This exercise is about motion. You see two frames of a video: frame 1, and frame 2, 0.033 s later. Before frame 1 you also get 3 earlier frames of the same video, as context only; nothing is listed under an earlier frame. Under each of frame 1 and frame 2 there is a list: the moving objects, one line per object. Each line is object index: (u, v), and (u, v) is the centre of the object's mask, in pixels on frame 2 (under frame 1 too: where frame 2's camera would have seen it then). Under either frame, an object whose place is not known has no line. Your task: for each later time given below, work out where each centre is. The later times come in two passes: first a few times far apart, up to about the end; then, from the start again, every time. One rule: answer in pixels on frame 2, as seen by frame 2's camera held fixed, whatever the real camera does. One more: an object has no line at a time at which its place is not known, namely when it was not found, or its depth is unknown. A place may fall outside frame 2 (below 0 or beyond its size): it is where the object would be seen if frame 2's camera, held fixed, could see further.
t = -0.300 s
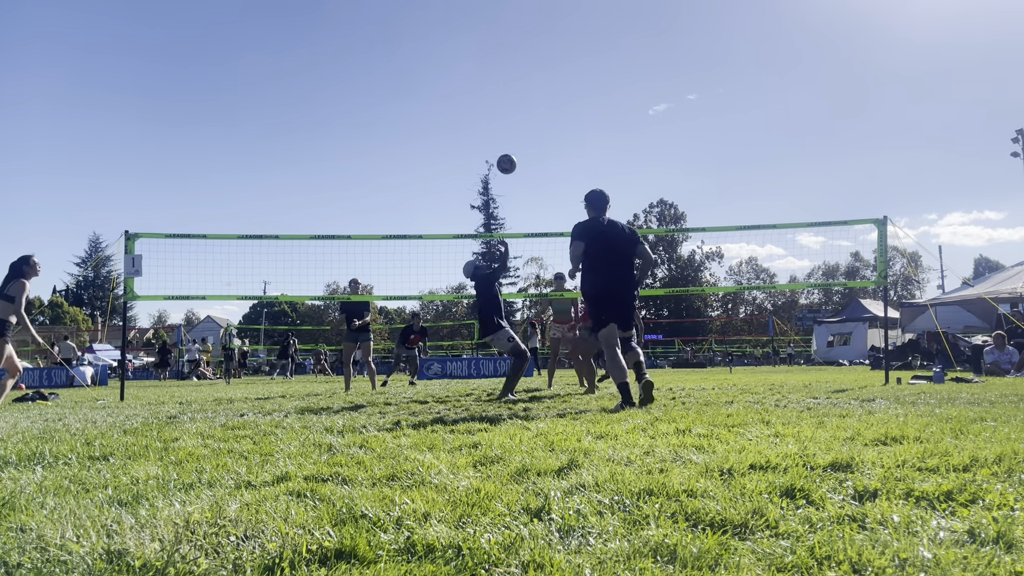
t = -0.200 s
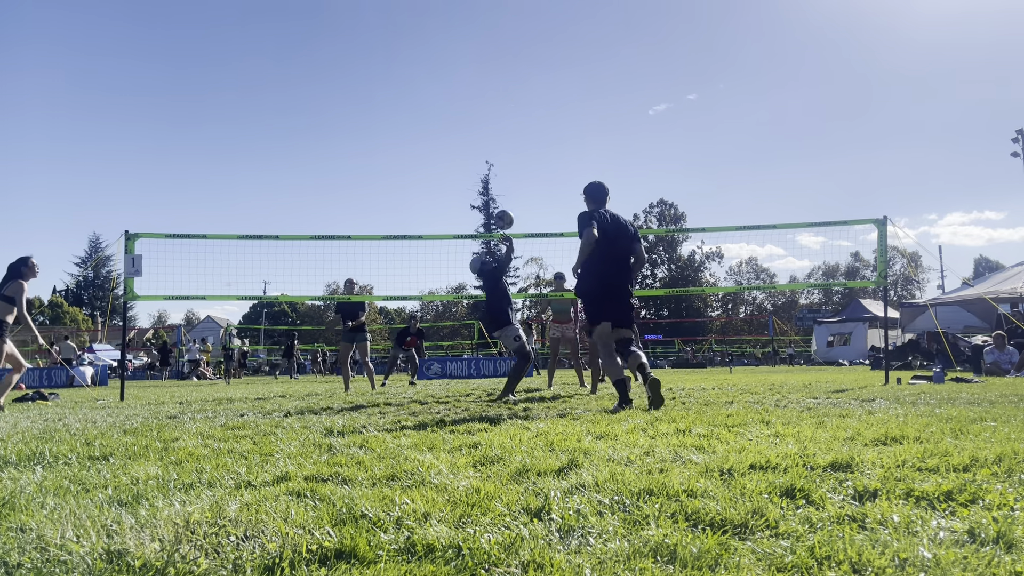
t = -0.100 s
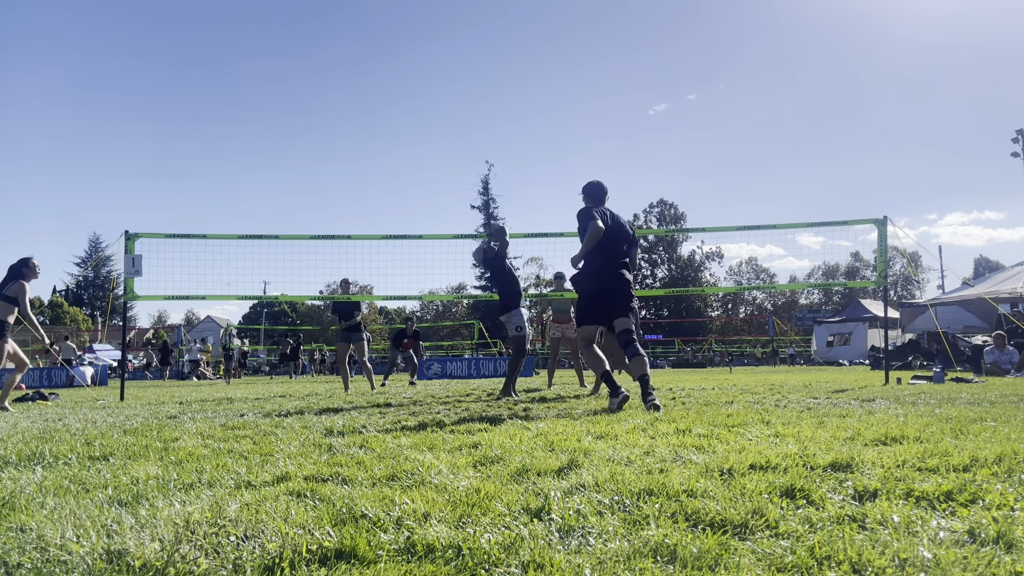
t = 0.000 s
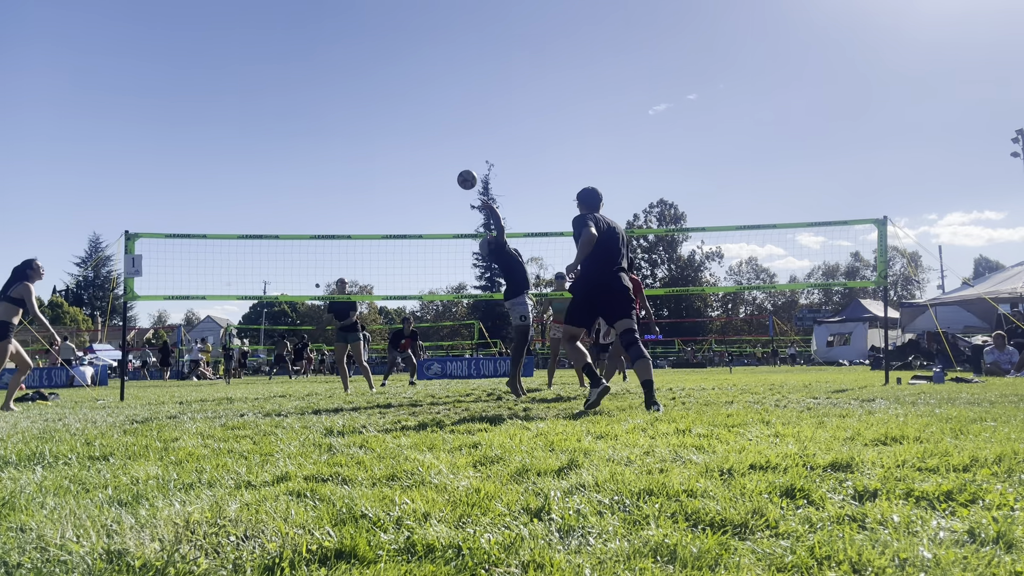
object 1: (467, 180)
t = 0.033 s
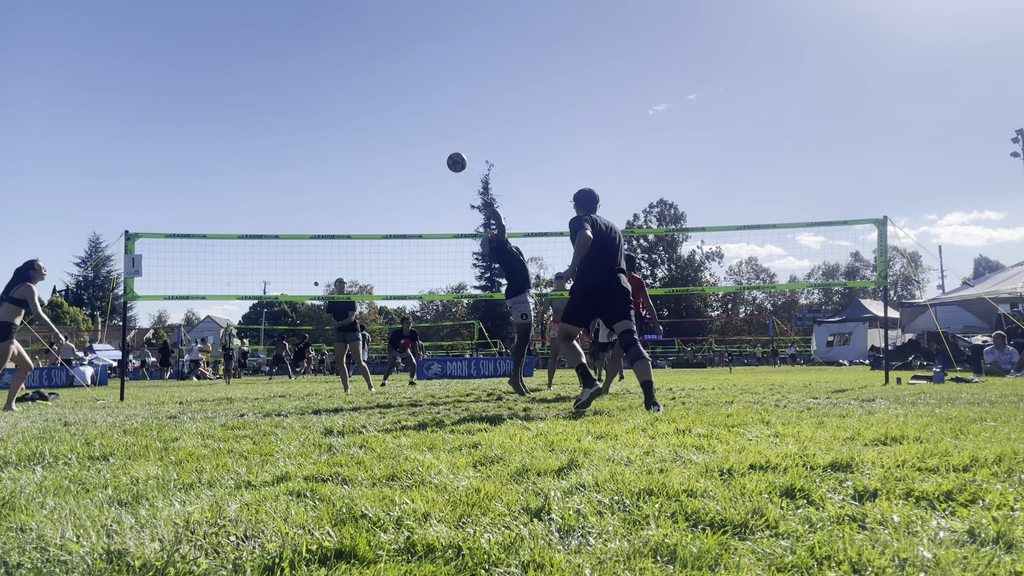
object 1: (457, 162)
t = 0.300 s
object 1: (377, 64)
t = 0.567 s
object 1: (302, 34)
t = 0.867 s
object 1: (220, 72)
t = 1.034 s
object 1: (177, 125)
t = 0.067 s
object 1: (446, 146)
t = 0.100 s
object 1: (436, 131)
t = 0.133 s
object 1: (426, 117)
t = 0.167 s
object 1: (416, 105)
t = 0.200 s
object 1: (406, 93)
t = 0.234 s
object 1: (397, 82)
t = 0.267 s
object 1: (387, 73)
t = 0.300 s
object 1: (377, 64)
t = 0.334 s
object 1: (367, 57)
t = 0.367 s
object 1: (358, 51)
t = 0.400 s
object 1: (349, 45)
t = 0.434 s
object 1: (339, 41)
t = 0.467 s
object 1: (330, 38)
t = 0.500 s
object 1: (320, 36)
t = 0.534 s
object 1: (311, 34)
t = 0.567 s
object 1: (302, 34)
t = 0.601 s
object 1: (292, 34)
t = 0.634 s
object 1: (283, 36)
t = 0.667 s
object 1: (274, 38)
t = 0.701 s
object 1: (265, 42)
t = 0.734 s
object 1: (256, 46)
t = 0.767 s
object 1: (247, 51)
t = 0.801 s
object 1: (238, 57)
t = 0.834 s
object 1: (229, 64)
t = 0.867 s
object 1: (220, 72)
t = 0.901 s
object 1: (211, 81)
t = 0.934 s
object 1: (203, 91)
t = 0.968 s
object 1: (194, 101)
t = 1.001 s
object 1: (185, 113)
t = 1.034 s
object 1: (177, 125)
